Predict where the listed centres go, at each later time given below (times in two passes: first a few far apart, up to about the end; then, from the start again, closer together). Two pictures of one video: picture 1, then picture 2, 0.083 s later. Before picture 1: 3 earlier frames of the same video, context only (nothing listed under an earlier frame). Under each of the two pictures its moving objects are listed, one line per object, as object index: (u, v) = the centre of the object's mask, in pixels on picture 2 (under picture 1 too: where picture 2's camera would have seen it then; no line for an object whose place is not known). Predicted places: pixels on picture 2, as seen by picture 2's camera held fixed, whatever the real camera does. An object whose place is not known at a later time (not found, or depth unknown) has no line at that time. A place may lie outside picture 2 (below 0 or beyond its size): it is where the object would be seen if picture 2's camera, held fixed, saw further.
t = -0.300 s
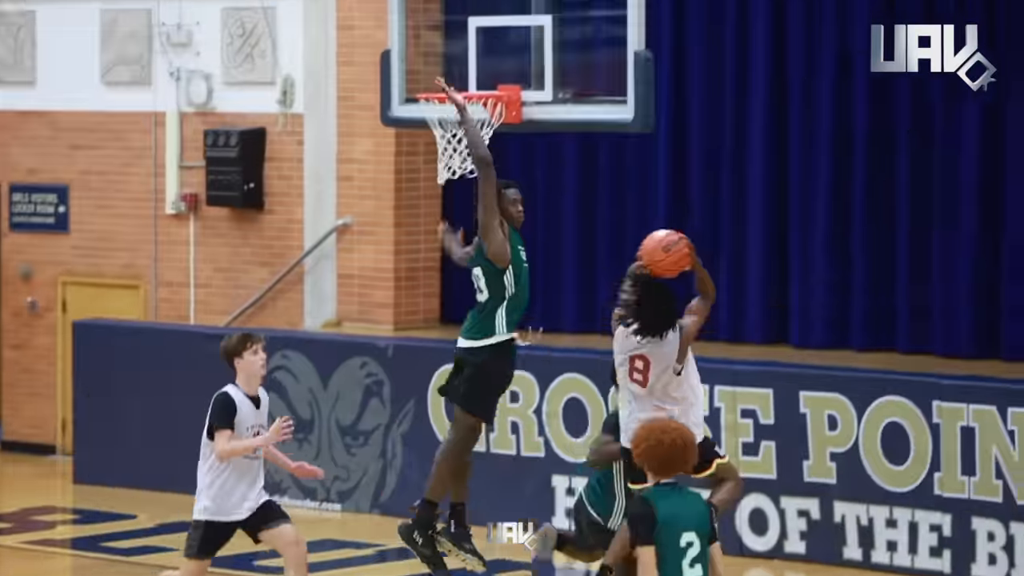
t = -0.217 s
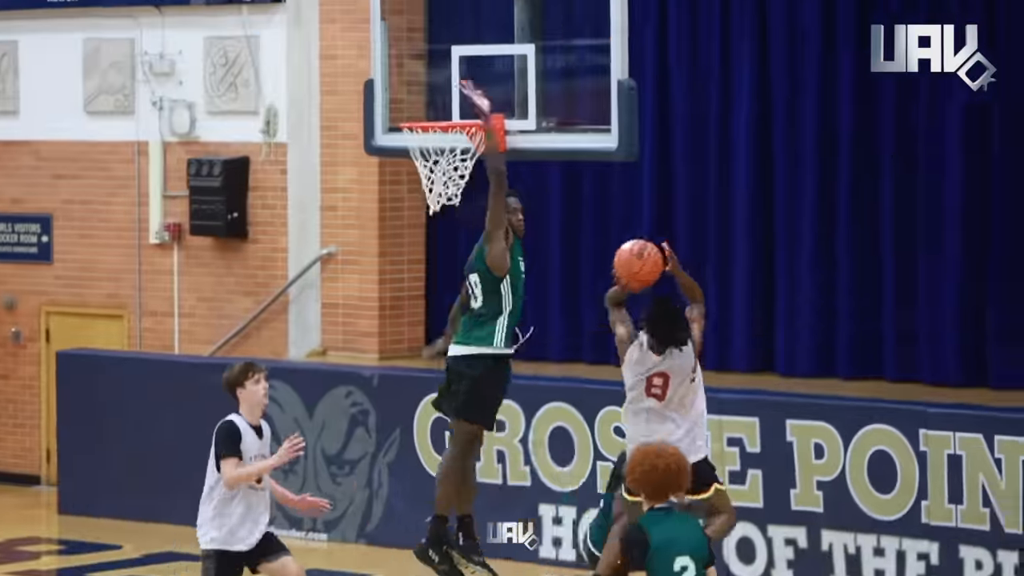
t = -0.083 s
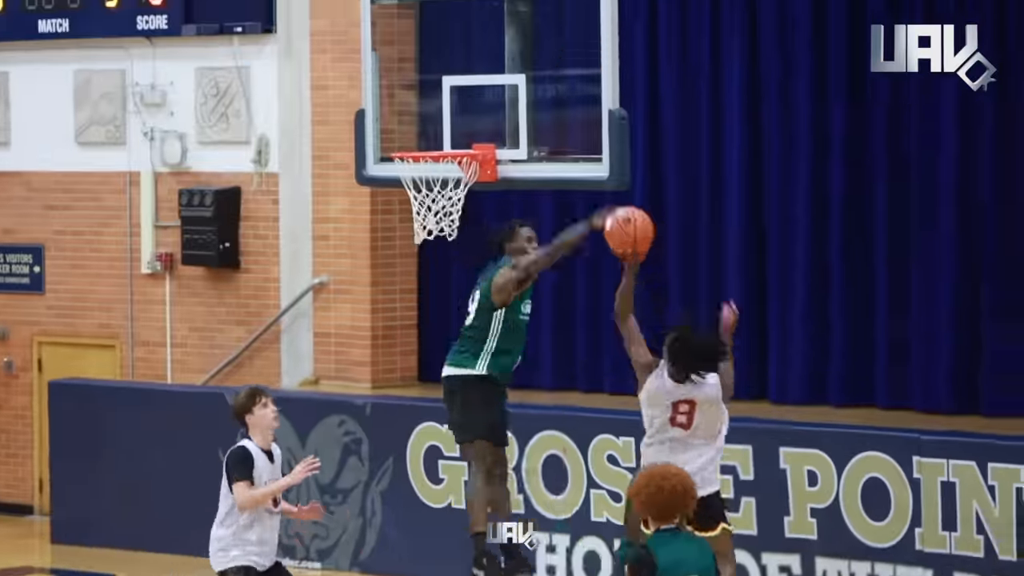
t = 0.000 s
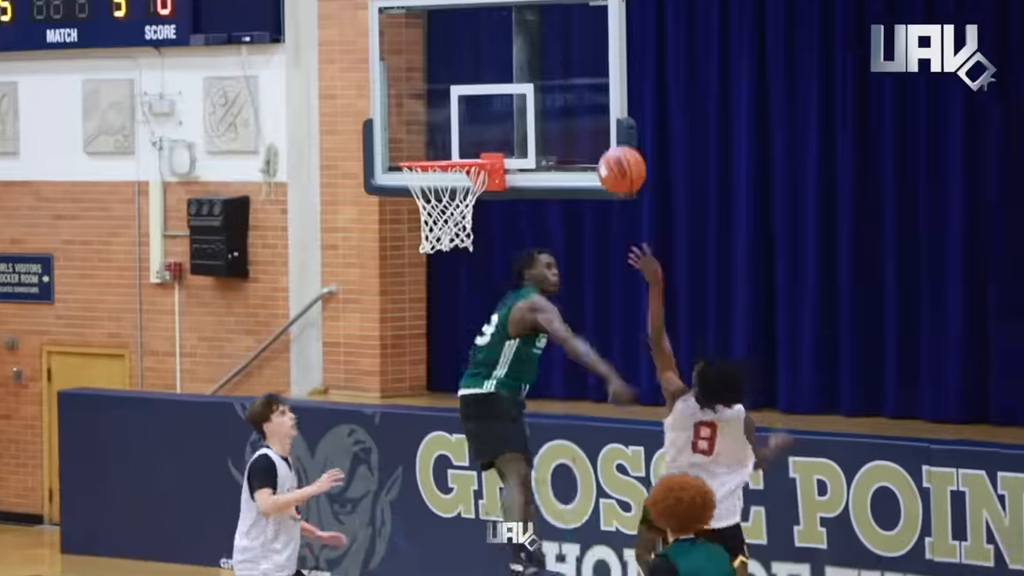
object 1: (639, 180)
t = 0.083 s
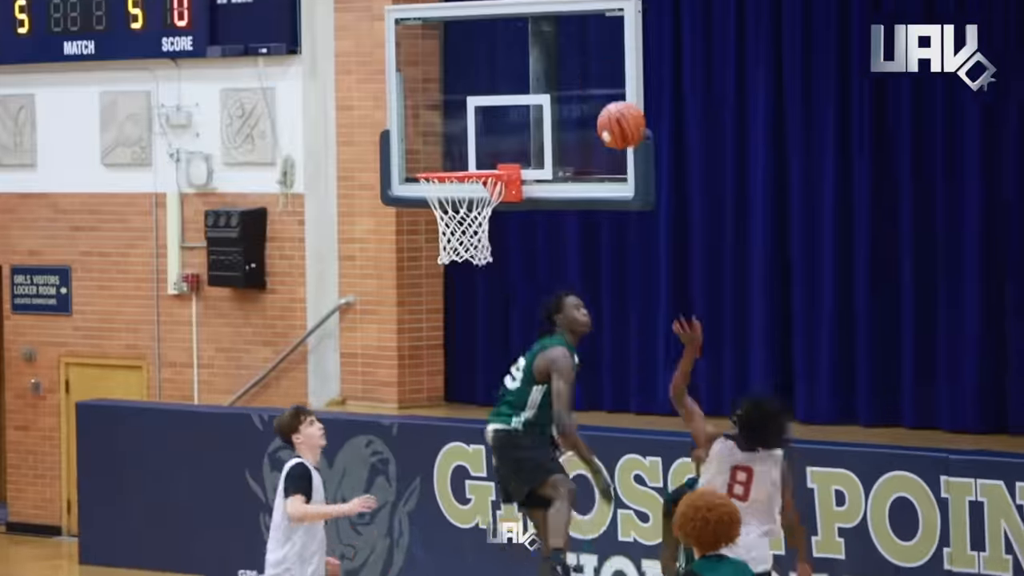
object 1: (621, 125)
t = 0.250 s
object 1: (588, 55)
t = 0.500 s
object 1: (542, 51)
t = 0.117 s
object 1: (614, 106)
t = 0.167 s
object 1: (604, 83)
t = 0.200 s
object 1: (597, 70)
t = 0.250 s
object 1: (588, 55)
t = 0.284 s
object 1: (581, 48)
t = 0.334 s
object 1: (572, 41)
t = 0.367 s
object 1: (565, 39)
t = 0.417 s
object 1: (557, 40)
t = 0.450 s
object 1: (551, 43)
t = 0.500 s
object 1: (542, 51)
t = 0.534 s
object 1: (534, 59)
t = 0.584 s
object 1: (517, 73)
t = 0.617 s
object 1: (507, 86)
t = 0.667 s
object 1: (491, 108)
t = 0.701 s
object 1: (480, 127)
